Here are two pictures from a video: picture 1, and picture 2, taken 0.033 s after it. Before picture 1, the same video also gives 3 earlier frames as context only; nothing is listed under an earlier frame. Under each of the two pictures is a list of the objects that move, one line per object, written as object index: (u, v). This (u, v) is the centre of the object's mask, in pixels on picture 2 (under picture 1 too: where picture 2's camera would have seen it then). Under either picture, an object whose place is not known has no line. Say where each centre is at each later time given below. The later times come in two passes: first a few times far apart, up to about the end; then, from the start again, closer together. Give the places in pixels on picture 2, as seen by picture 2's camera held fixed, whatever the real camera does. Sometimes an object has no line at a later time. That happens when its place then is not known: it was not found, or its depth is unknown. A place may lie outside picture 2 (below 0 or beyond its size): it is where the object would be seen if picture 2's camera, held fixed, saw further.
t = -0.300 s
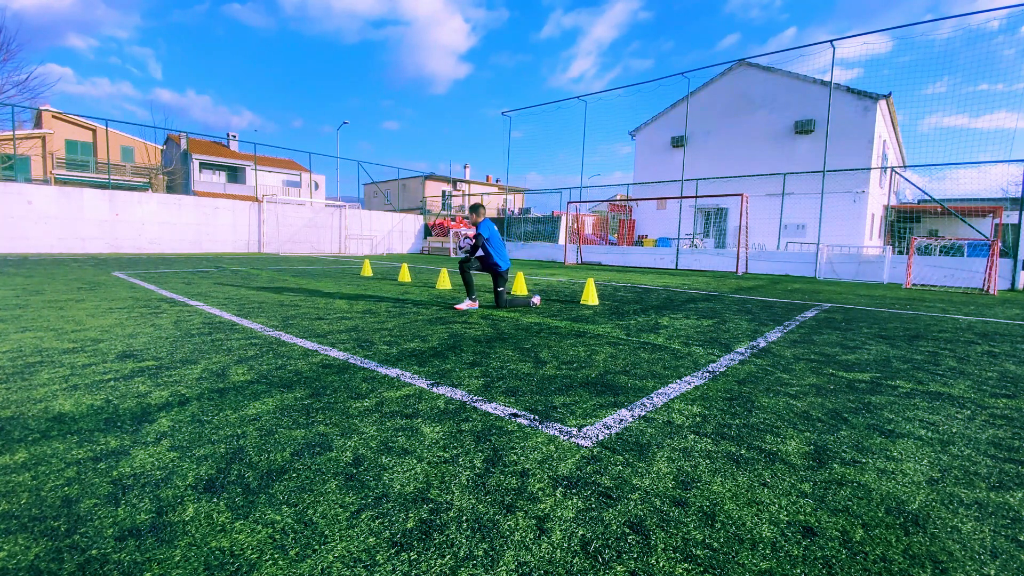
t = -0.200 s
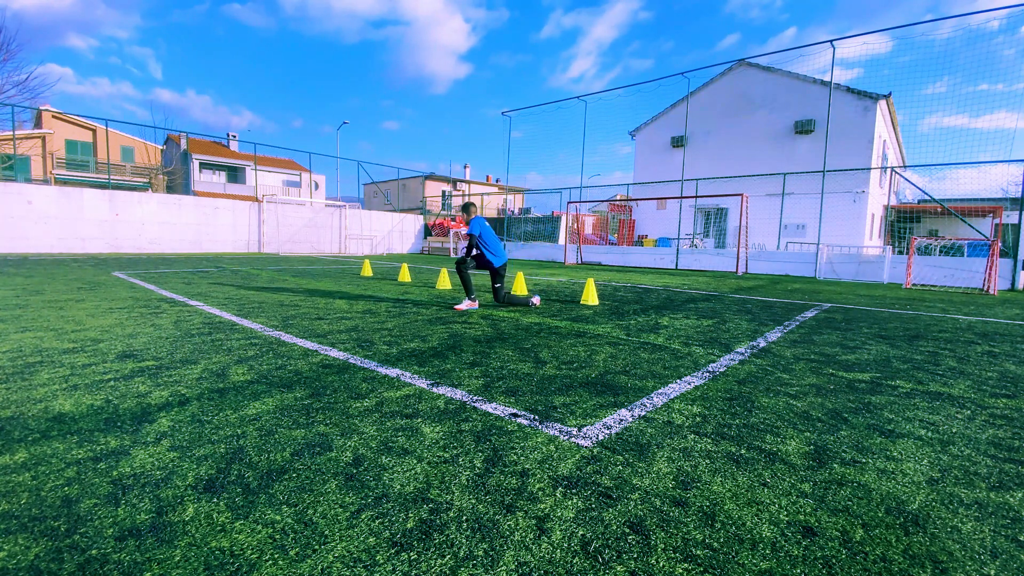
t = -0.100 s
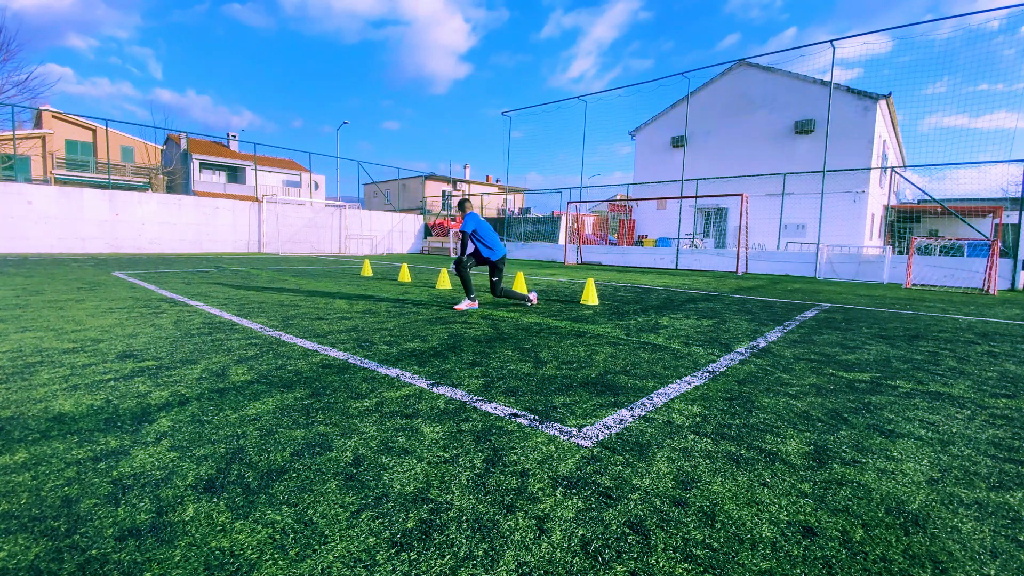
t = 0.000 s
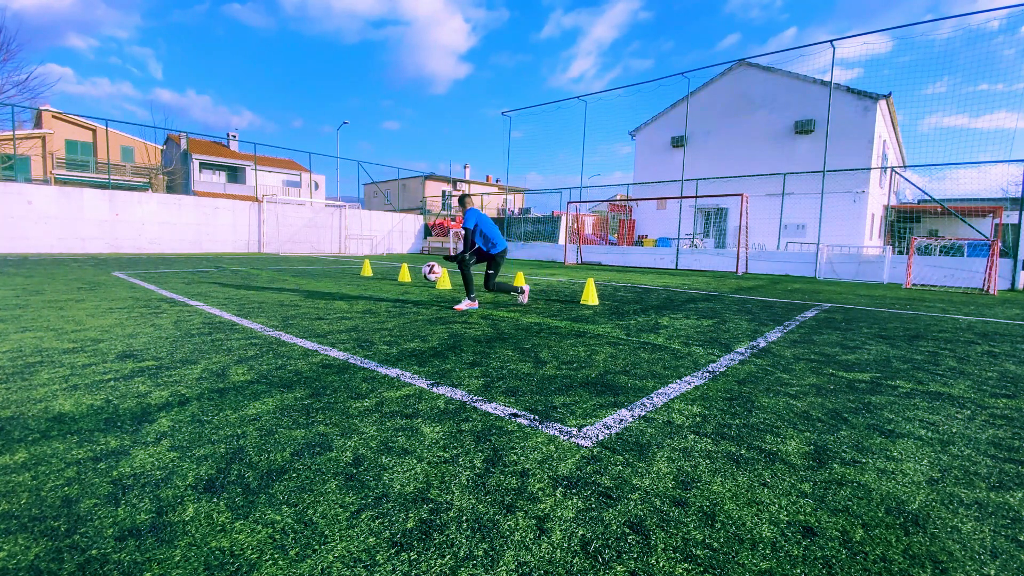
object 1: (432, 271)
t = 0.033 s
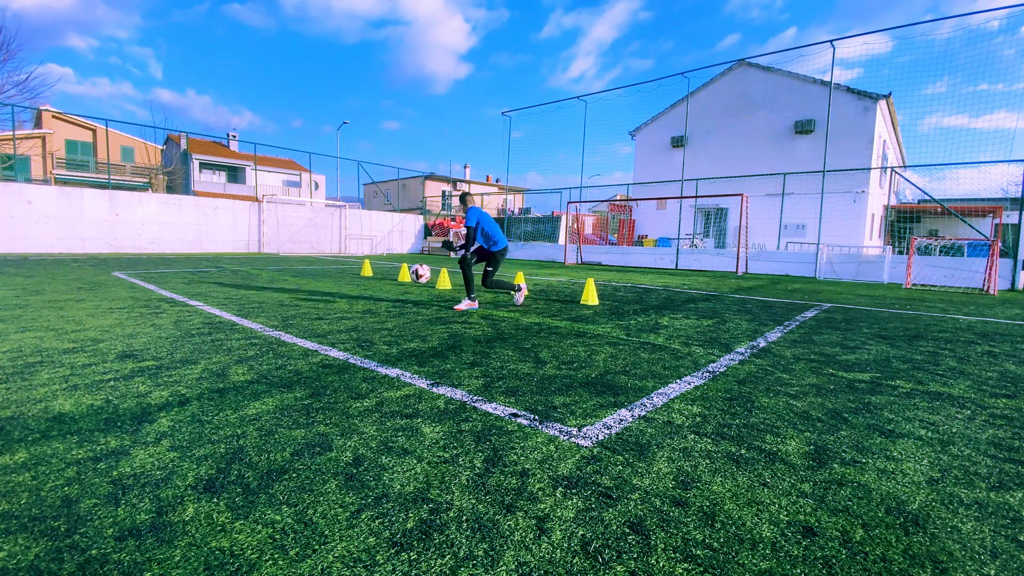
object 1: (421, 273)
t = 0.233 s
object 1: (334, 310)
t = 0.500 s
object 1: (221, 299)
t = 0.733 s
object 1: (79, 318)
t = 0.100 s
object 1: (395, 279)
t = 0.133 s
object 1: (381, 285)
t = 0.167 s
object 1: (367, 292)
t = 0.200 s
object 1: (351, 300)
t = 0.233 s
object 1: (334, 310)
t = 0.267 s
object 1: (322, 306)
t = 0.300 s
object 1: (309, 301)
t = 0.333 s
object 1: (296, 297)
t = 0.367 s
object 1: (282, 295)
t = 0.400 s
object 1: (267, 294)
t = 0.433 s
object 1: (252, 295)
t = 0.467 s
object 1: (237, 296)
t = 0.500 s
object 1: (221, 299)
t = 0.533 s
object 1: (204, 304)
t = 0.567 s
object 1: (186, 311)
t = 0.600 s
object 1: (168, 320)
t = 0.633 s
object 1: (149, 325)
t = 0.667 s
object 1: (127, 321)
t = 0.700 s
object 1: (103, 318)
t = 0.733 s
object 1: (79, 318)
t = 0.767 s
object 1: (53, 318)
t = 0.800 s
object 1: (26, 322)
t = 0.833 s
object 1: (11, 326)
